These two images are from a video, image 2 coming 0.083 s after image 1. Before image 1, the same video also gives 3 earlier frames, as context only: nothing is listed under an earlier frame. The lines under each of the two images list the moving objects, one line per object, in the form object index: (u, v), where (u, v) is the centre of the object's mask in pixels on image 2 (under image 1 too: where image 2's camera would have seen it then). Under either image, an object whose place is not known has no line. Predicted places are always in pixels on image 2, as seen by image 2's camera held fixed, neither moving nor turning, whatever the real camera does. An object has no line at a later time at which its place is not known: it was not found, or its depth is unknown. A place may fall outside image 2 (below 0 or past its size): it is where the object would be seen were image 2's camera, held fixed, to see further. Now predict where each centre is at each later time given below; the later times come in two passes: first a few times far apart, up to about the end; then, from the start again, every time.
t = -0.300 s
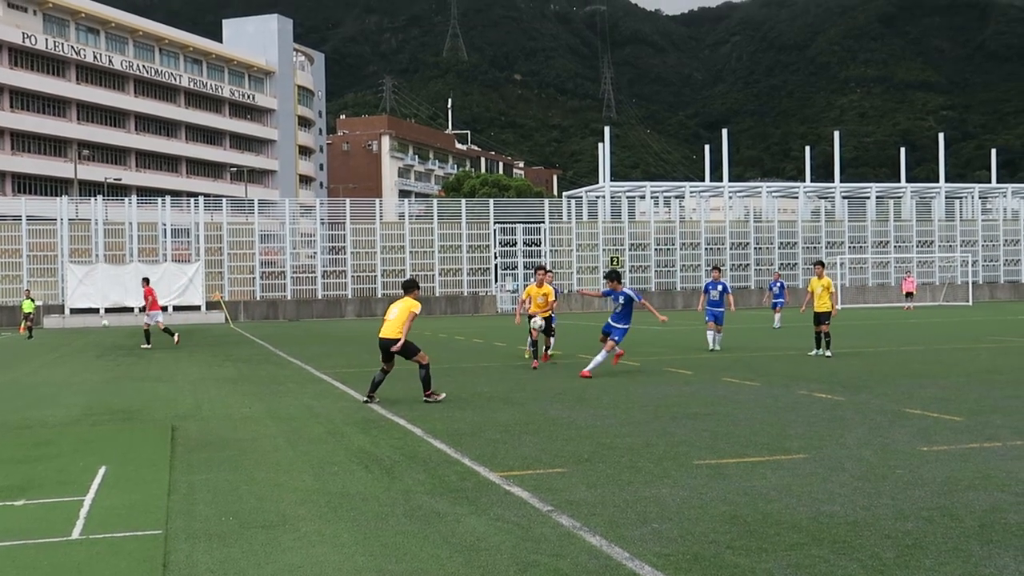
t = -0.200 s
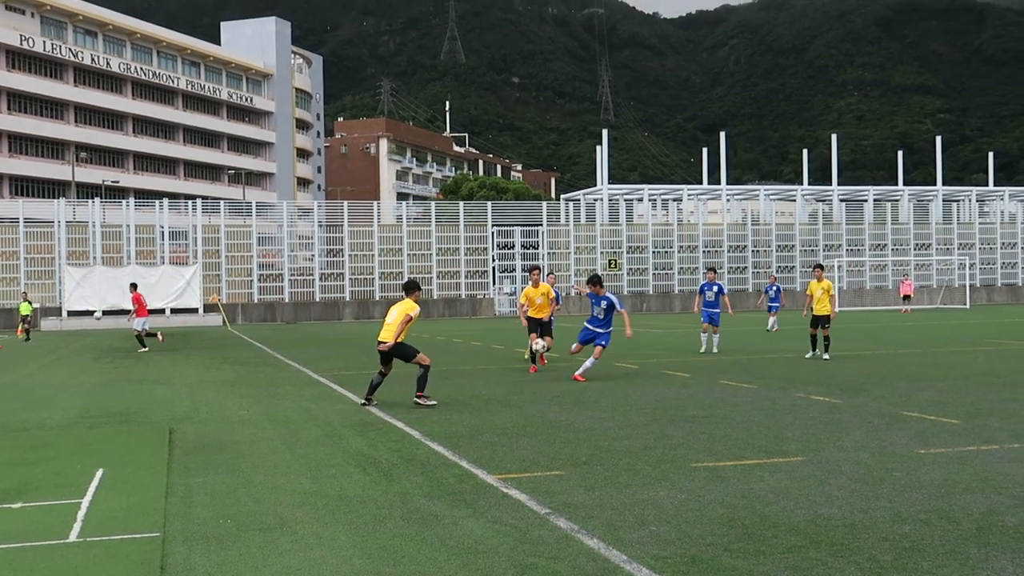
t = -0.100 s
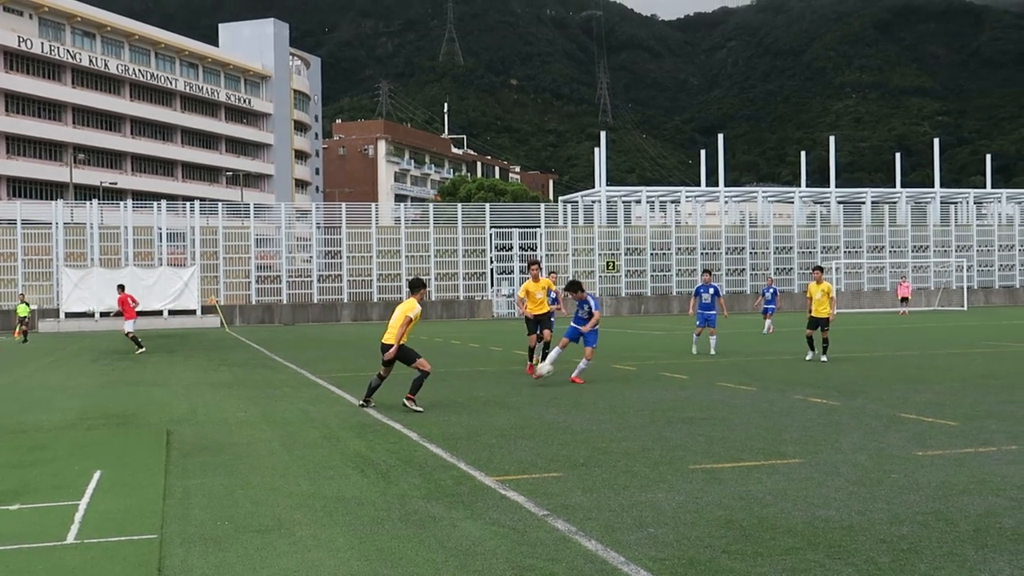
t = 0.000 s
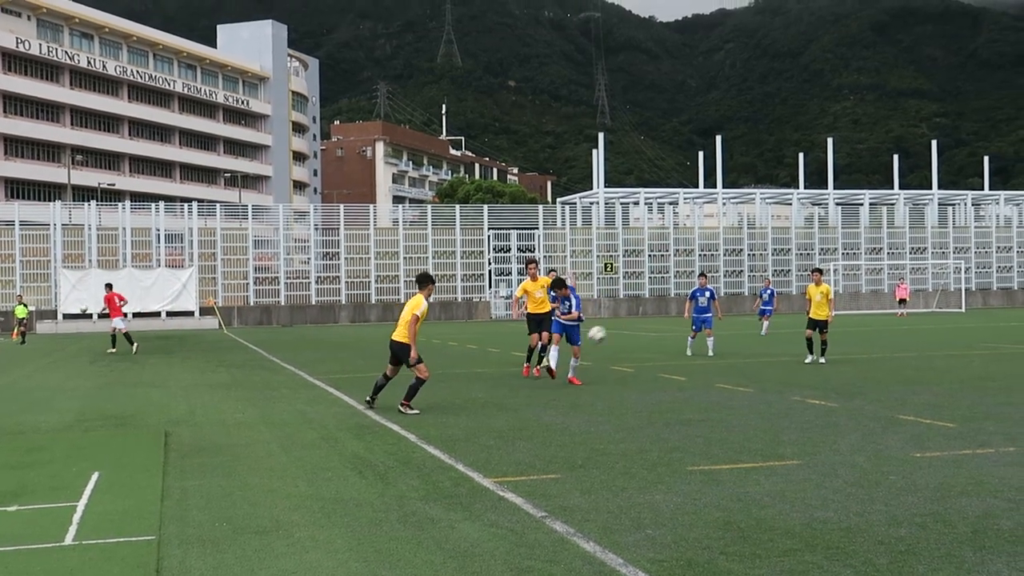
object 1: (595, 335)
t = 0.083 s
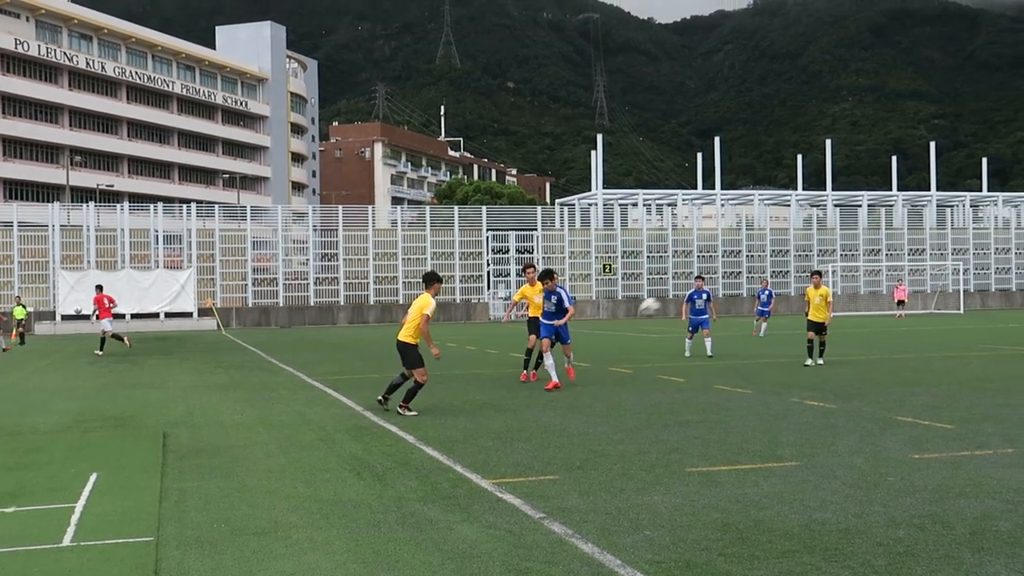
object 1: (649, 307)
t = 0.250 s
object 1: (794, 258)
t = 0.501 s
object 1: (1156, 219)
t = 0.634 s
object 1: (1504, 234)
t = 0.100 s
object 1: (662, 302)
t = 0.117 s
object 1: (674, 296)
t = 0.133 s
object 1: (687, 291)
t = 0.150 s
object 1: (702, 285)
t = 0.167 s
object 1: (713, 281)
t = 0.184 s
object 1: (730, 275)
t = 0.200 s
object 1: (744, 271)
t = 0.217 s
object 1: (761, 267)
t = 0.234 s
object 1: (779, 262)
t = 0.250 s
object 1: (794, 258)
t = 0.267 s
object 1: (811, 254)
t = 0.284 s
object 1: (829, 250)
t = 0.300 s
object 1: (848, 248)
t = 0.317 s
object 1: (867, 244)
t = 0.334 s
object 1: (889, 240)
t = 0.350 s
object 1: (909, 237)
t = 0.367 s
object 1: (933, 235)
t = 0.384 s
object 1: (955, 232)
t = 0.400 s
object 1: (980, 228)
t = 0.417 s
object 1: (1006, 225)
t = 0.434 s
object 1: (1033, 224)
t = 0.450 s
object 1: (1062, 222)
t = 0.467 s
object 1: (1092, 221)
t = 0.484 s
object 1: (1124, 219)
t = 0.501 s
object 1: (1156, 219)
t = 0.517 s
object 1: (1191, 219)
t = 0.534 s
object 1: (1230, 219)
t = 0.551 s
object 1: (1269, 219)
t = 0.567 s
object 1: (1311, 221)
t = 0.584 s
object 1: (1353, 223)
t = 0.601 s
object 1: (1400, 227)
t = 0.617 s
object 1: (1450, 230)
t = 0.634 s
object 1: (1504, 234)
